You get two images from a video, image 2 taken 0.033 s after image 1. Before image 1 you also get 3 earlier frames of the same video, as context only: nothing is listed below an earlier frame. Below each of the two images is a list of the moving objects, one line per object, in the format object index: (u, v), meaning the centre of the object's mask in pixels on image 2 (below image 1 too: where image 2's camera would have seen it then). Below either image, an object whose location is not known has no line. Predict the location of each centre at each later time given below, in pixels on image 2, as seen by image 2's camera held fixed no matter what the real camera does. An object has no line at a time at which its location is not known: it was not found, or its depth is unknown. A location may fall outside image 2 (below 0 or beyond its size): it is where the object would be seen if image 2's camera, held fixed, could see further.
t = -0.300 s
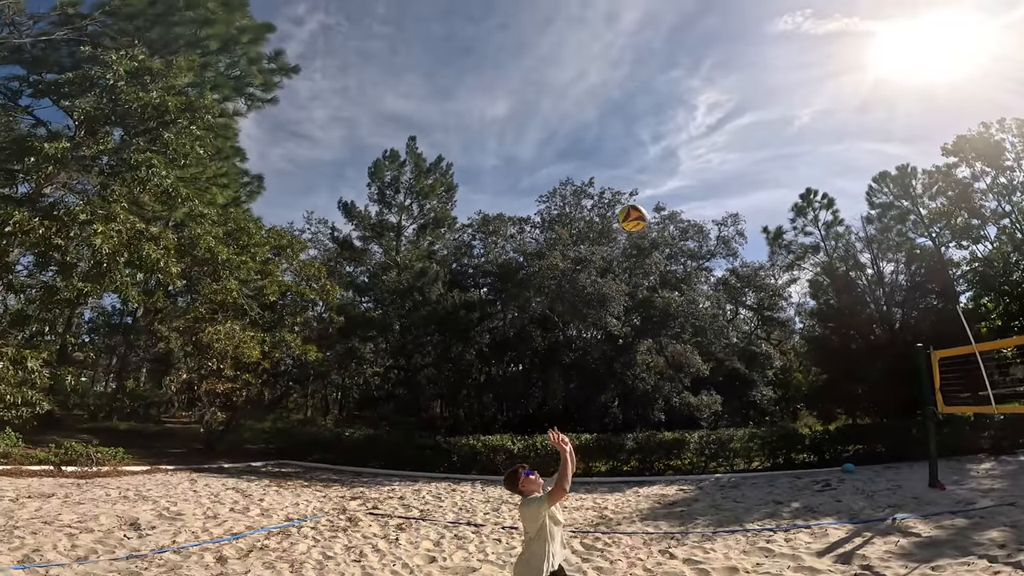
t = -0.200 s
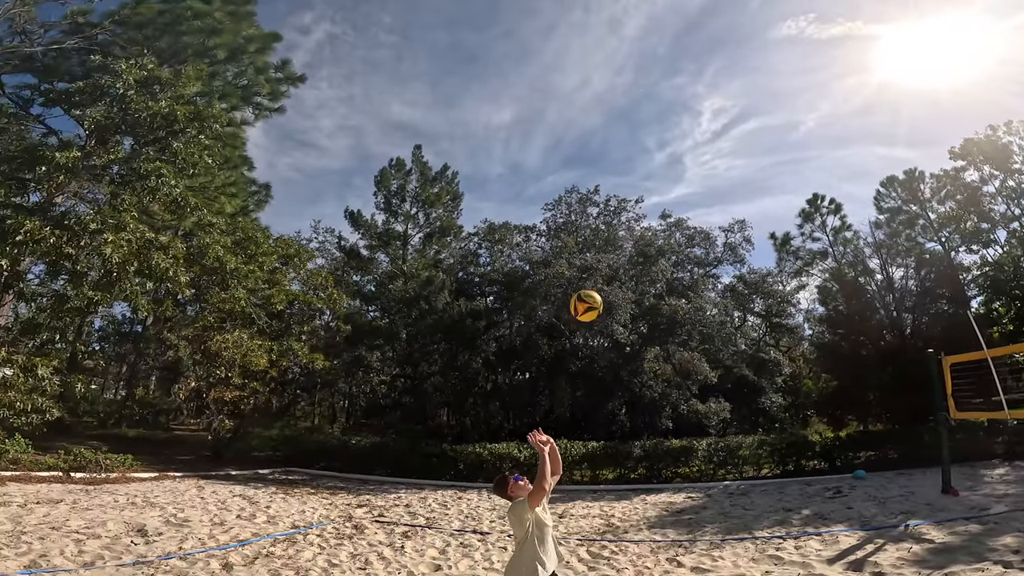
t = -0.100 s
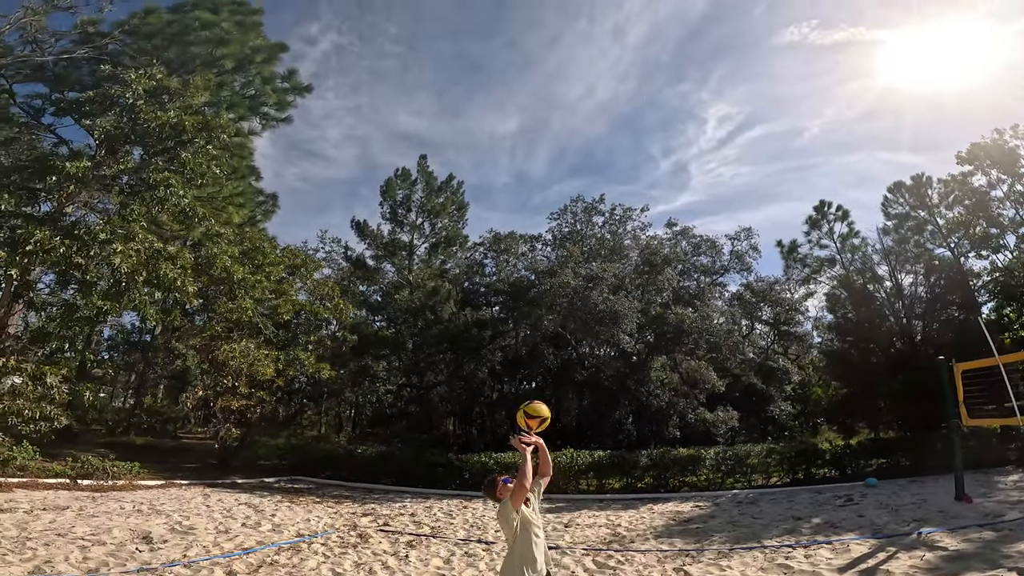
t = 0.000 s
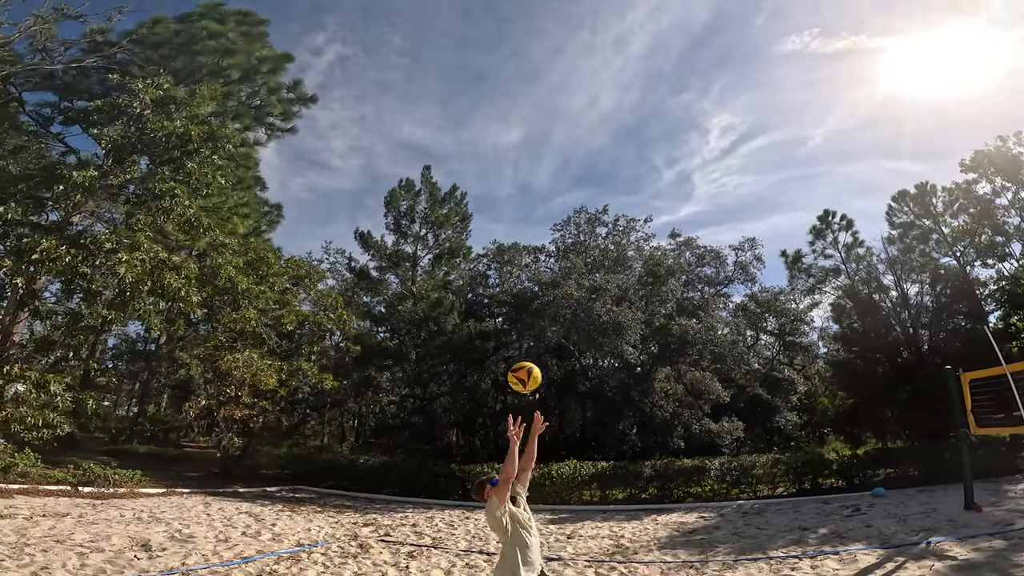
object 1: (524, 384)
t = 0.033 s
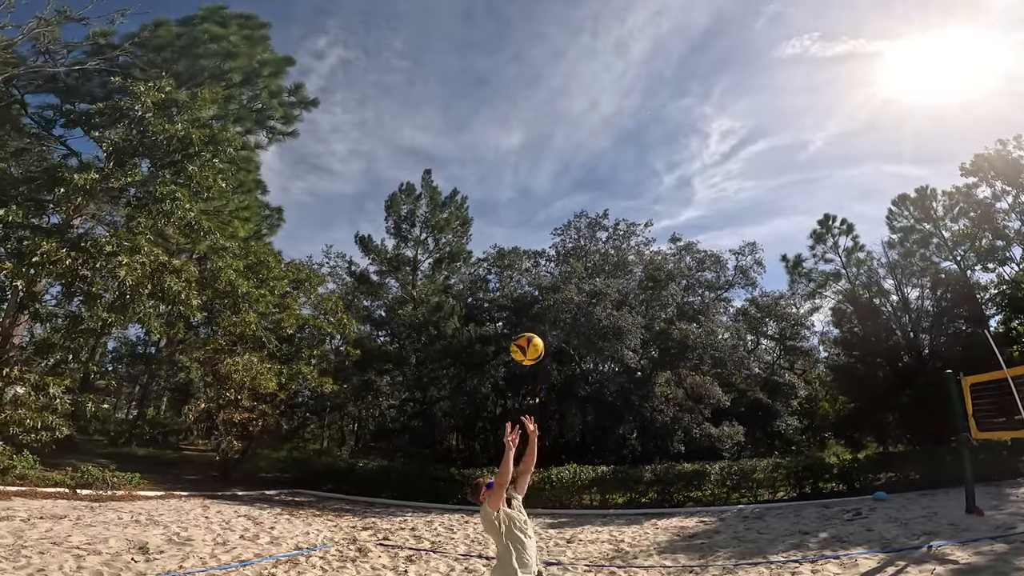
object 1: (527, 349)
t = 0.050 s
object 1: (528, 332)
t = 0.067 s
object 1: (530, 317)
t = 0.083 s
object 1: (530, 301)
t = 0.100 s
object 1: (531, 287)
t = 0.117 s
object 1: (532, 272)
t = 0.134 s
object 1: (533, 258)
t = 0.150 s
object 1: (534, 244)
